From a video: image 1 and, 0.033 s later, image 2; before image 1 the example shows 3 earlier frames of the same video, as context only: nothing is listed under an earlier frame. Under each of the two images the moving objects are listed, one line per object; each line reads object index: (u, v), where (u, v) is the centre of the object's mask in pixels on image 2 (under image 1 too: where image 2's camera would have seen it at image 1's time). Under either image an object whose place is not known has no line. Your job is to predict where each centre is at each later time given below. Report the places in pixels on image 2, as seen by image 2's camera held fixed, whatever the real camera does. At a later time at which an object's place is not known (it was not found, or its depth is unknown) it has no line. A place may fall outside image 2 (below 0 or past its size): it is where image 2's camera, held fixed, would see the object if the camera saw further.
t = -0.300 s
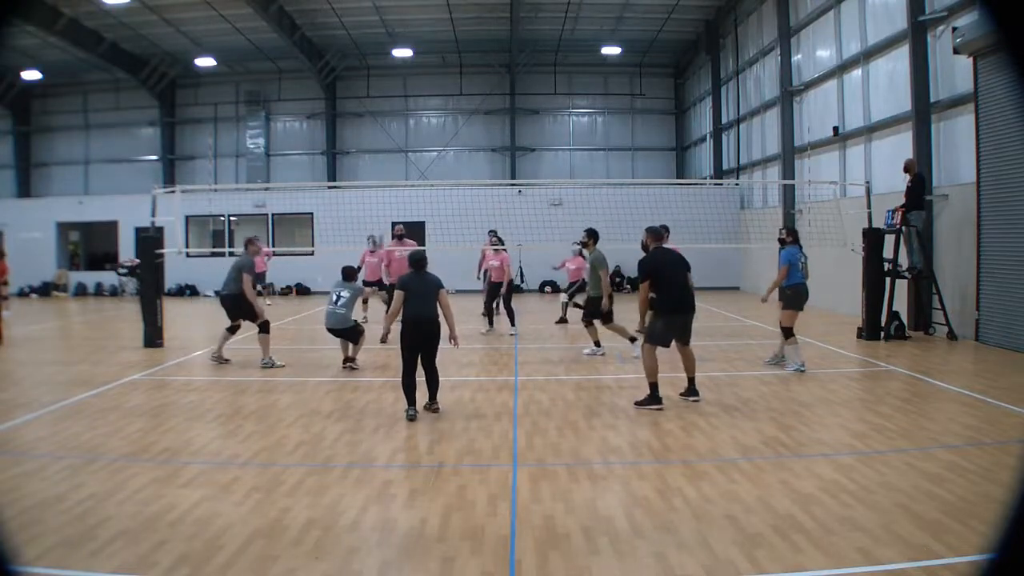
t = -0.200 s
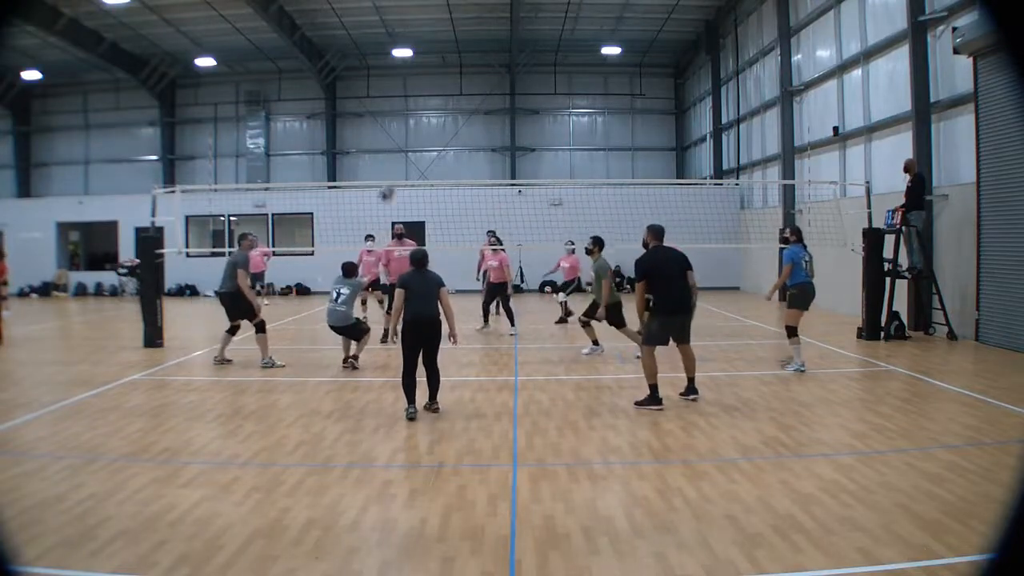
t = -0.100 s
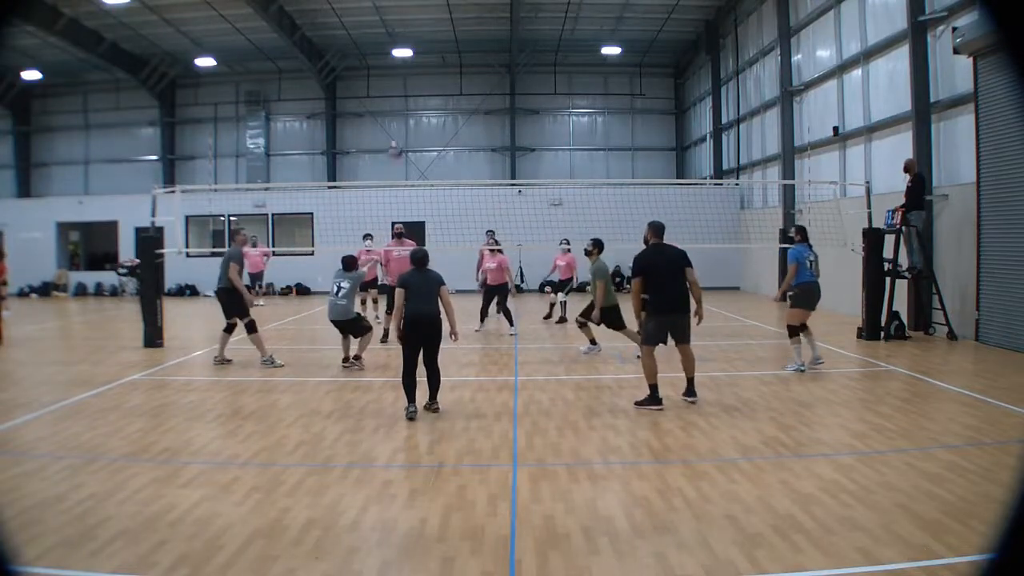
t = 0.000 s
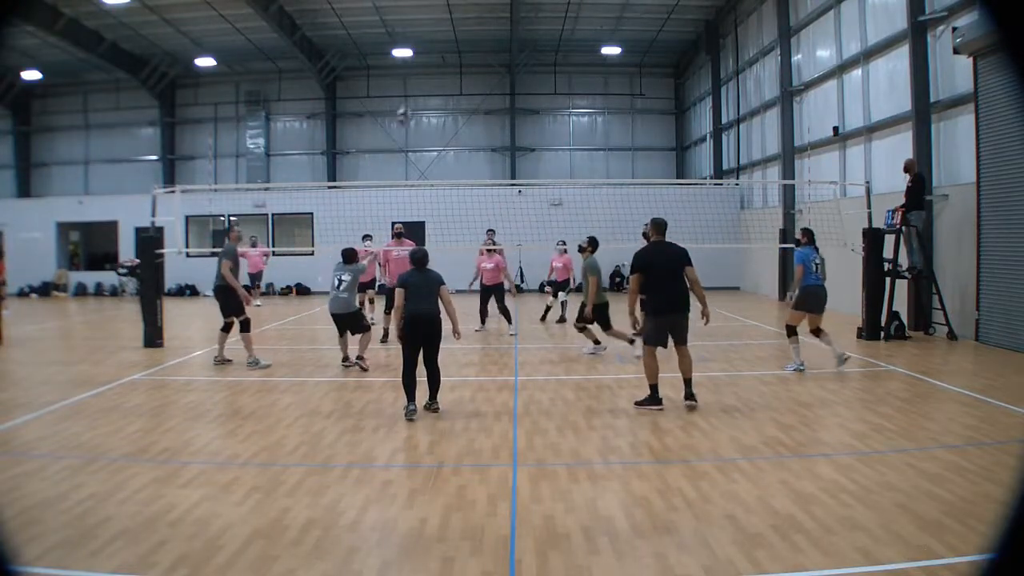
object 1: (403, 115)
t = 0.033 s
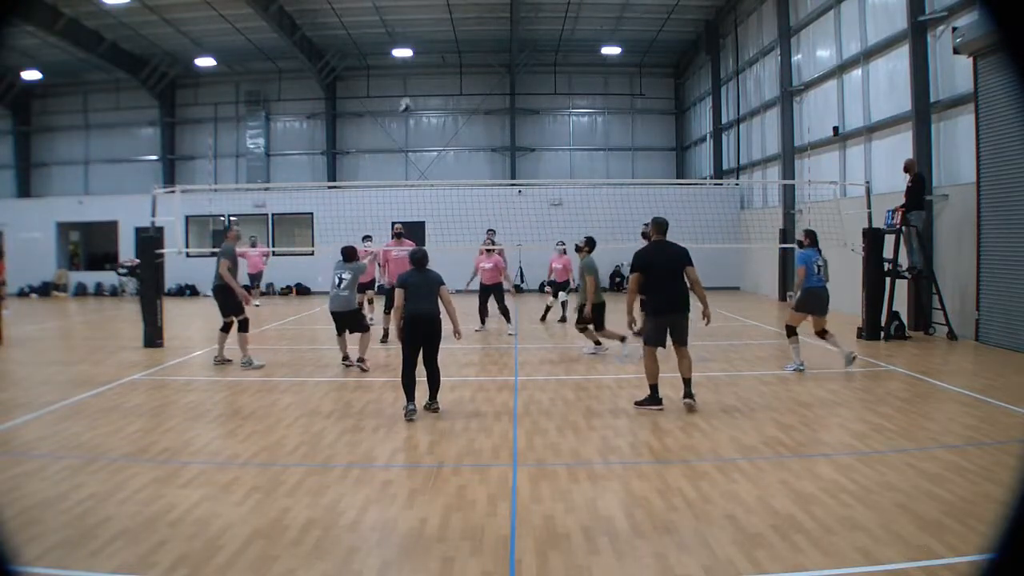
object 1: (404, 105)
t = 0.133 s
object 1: (417, 82)
